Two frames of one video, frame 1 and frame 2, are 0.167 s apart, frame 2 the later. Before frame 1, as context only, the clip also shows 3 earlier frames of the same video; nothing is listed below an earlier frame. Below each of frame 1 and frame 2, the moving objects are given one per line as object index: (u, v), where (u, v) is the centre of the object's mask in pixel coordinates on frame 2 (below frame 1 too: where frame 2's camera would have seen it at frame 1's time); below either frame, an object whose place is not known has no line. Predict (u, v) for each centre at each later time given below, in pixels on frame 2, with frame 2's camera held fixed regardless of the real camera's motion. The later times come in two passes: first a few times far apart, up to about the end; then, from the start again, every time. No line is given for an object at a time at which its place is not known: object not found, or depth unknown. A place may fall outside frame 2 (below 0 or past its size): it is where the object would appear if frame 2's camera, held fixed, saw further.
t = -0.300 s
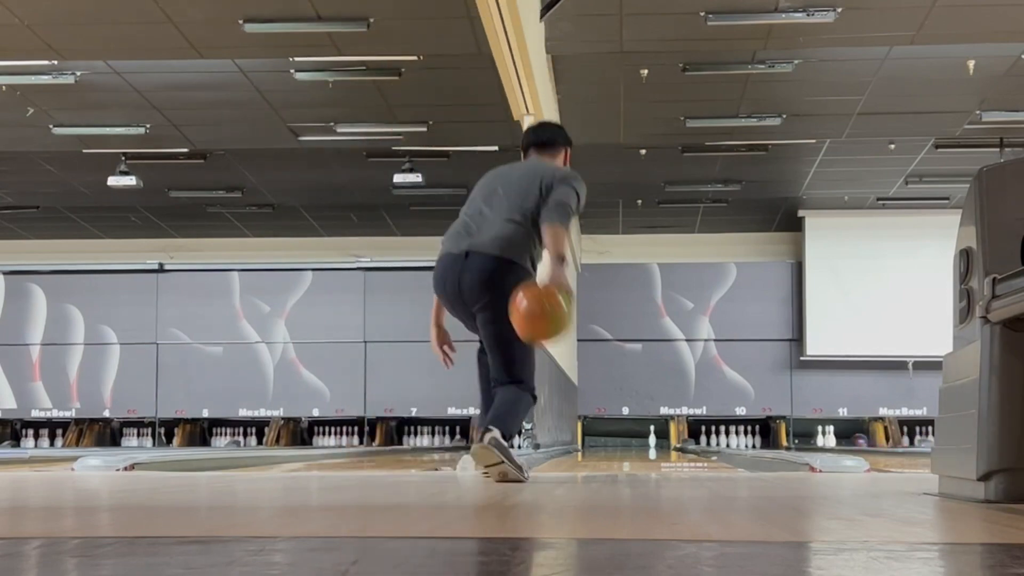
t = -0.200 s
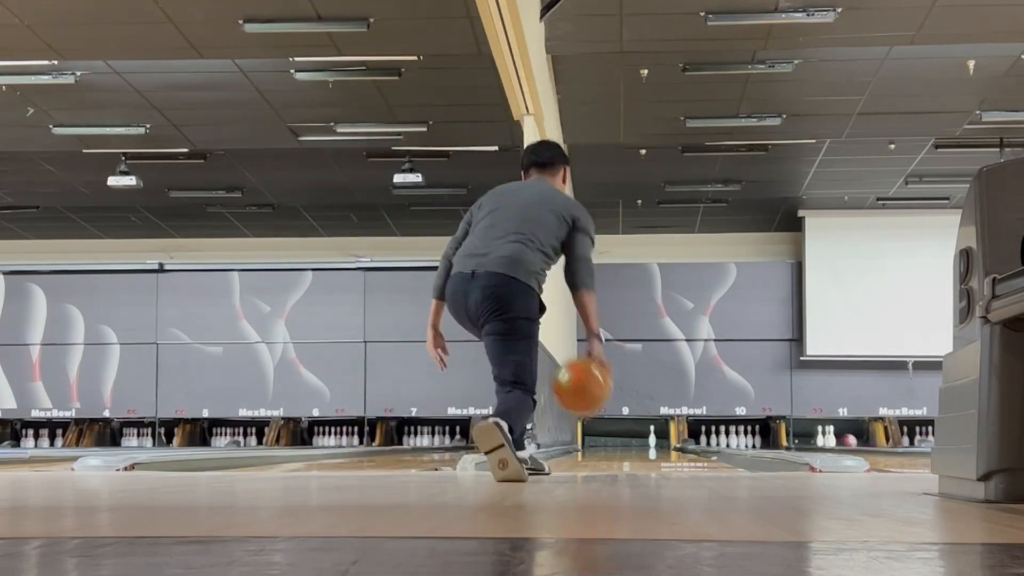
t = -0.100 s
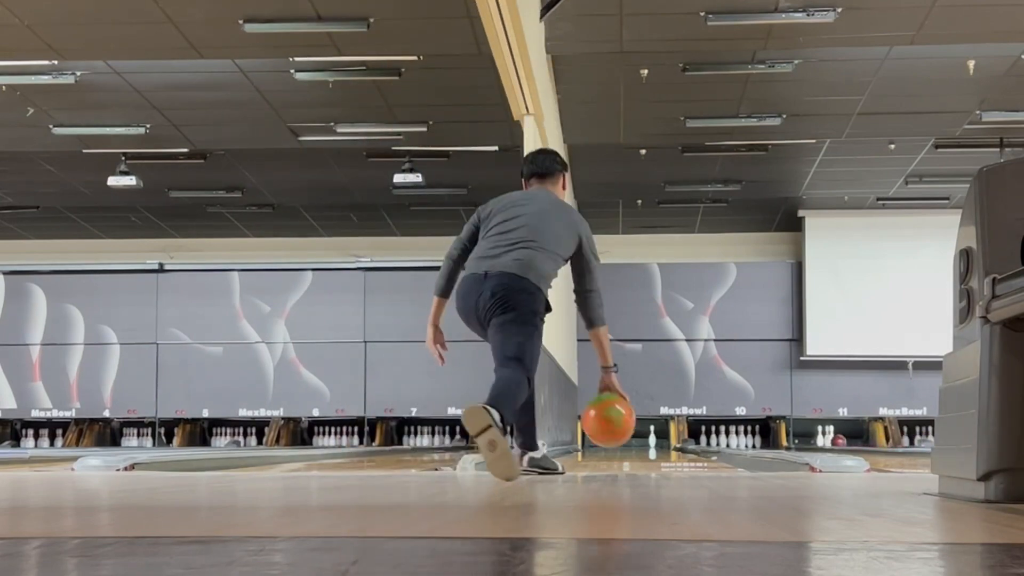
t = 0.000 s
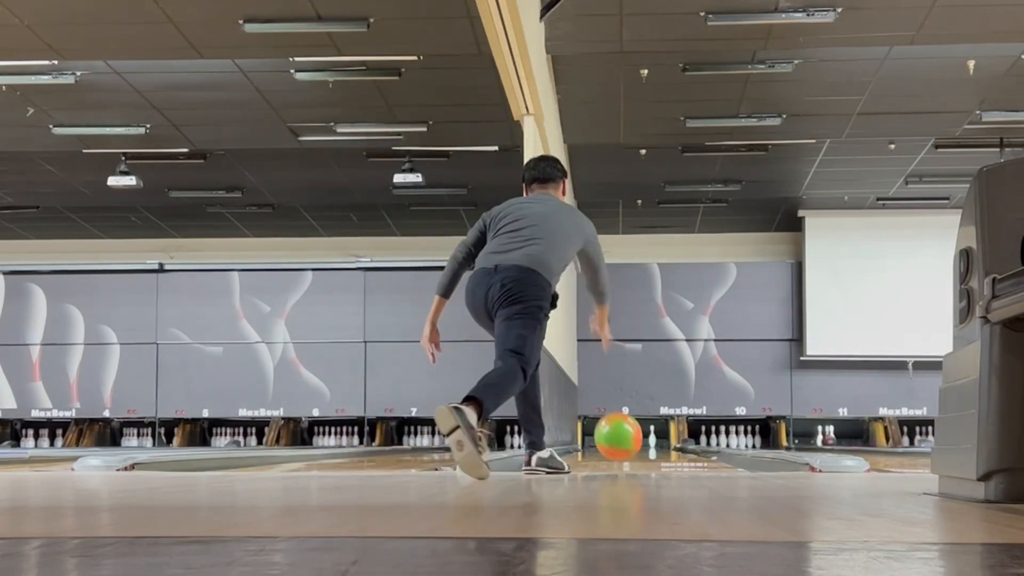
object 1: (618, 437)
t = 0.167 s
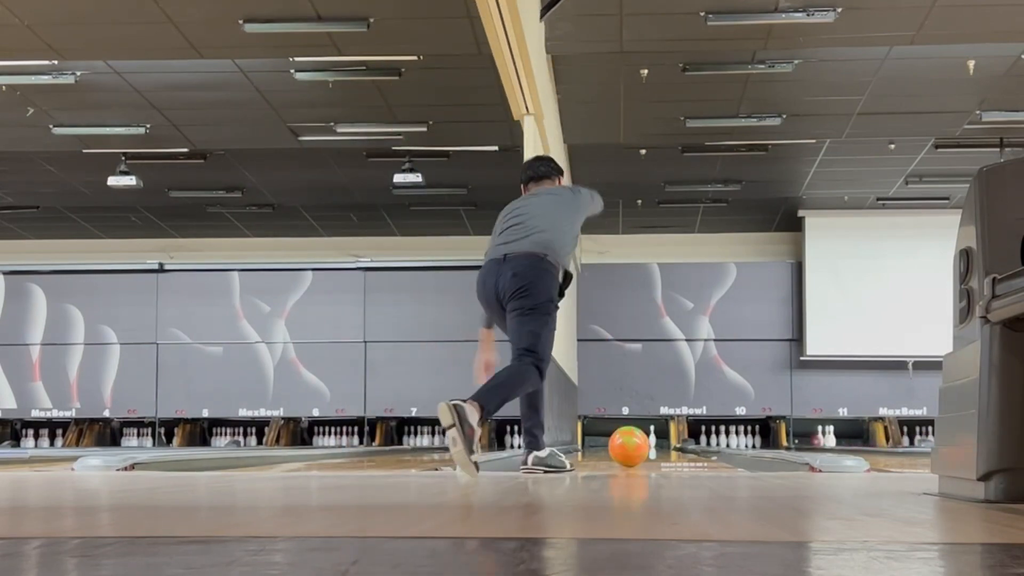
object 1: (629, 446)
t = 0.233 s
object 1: (632, 445)
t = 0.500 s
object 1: (642, 443)
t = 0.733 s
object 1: (647, 443)
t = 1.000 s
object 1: (652, 443)
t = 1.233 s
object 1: (655, 442)
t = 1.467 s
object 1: (657, 442)
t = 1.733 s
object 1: (658, 442)
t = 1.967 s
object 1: (659, 442)
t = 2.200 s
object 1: (658, 442)
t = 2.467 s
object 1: (656, 442)
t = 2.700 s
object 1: (652, 441)
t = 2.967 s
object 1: (649, 441)
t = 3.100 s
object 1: (641, 441)
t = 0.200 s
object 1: (630, 446)
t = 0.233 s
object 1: (632, 445)
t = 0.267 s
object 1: (634, 445)
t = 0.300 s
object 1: (635, 445)
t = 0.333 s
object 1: (636, 444)
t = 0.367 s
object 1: (638, 443)
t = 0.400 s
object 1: (639, 443)
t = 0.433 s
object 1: (640, 443)
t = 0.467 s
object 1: (641, 443)
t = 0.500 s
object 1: (642, 443)
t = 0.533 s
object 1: (643, 442)
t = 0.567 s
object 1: (644, 443)
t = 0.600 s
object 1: (644, 443)
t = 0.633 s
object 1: (645, 443)
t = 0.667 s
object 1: (646, 443)
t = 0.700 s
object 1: (647, 443)
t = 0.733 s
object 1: (647, 443)
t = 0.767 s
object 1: (648, 443)
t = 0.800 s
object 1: (649, 443)
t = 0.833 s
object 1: (650, 443)
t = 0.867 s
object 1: (650, 443)
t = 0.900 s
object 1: (651, 443)
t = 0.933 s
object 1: (651, 443)
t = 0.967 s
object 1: (652, 442)
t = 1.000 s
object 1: (652, 443)
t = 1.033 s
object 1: (653, 443)
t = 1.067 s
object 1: (653, 442)
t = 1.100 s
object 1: (654, 442)
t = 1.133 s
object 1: (654, 442)
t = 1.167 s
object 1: (654, 442)
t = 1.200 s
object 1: (655, 442)
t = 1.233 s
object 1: (655, 442)
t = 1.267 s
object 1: (655, 442)
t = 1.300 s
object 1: (656, 442)
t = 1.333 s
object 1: (656, 442)
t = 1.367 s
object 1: (656, 443)
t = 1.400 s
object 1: (657, 442)
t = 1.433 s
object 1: (657, 442)
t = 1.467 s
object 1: (657, 442)
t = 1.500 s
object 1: (658, 442)
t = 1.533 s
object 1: (658, 442)
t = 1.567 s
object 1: (658, 442)
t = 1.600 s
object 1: (658, 442)
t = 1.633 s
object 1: (658, 442)
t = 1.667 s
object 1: (658, 442)
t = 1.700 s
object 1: (658, 442)
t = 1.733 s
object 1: (658, 442)
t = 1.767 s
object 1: (659, 442)
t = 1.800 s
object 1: (659, 442)
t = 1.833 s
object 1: (659, 442)
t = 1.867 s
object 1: (659, 442)
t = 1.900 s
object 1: (659, 442)
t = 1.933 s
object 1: (659, 442)
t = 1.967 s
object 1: (659, 442)
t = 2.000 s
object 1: (659, 442)
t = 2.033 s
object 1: (659, 442)
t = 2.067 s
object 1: (659, 442)
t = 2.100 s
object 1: (659, 442)
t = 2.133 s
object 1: (659, 442)
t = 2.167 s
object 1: (658, 442)
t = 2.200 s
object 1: (658, 442)
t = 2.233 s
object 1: (658, 442)
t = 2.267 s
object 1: (658, 442)
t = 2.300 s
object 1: (658, 442)
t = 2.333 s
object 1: (657, 442)
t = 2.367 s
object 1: (657, 442)
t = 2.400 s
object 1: (657, 442)
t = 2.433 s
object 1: (656, 442)
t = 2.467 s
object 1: (656, 442)
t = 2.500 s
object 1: (656, 442)
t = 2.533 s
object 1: (655, 442)
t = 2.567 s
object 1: (655, 442)
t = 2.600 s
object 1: (654, 442)
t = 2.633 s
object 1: (654, 442)
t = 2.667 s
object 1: (653, 442)
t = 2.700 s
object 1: (652, 441)
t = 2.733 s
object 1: (651, 441)
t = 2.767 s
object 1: (651, 441)
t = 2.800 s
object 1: (650, 441)
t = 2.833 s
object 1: (650, 441)
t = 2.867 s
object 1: (649, 441)
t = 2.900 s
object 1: (649, 441)
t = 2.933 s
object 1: (649, 441)
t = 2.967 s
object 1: (649, 441)
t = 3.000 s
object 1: (646, 441)
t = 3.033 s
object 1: (644, 441)
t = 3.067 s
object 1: (643, 441)
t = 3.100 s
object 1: (641, 441)
